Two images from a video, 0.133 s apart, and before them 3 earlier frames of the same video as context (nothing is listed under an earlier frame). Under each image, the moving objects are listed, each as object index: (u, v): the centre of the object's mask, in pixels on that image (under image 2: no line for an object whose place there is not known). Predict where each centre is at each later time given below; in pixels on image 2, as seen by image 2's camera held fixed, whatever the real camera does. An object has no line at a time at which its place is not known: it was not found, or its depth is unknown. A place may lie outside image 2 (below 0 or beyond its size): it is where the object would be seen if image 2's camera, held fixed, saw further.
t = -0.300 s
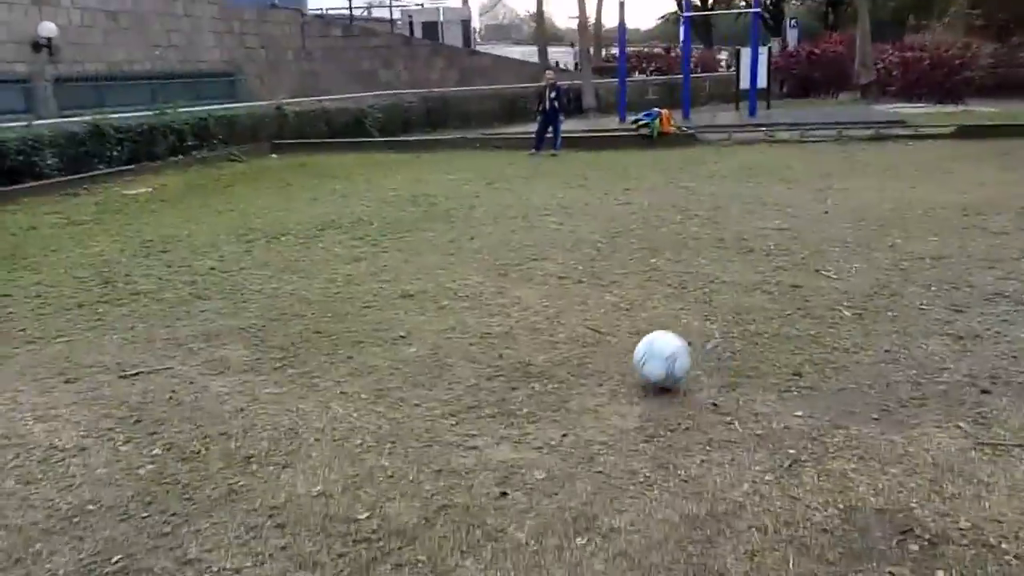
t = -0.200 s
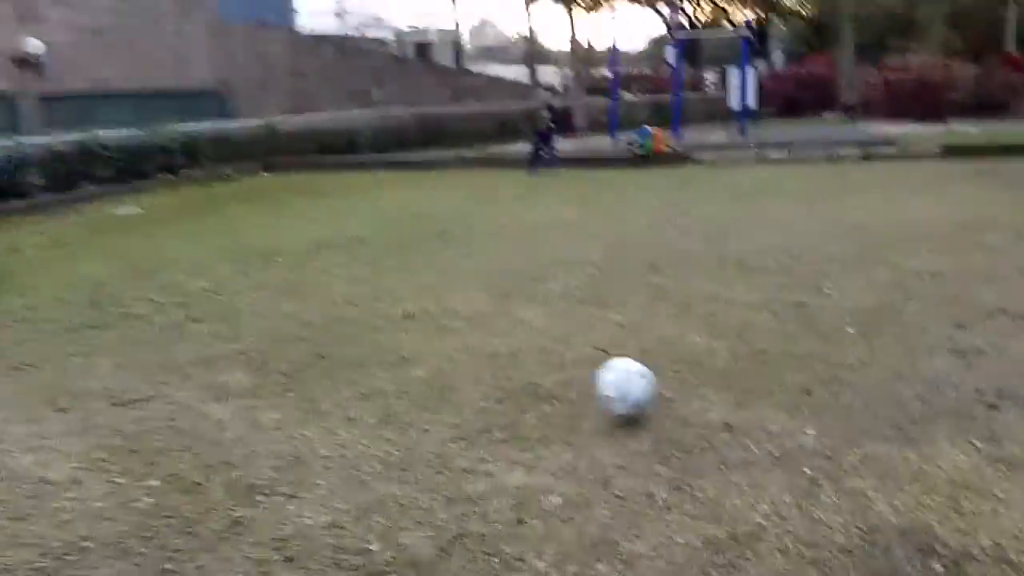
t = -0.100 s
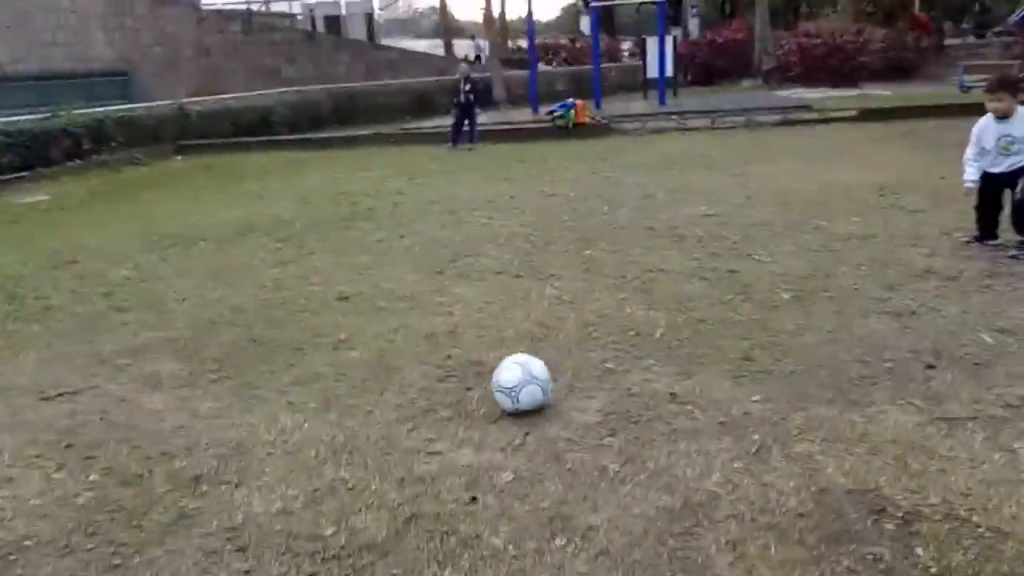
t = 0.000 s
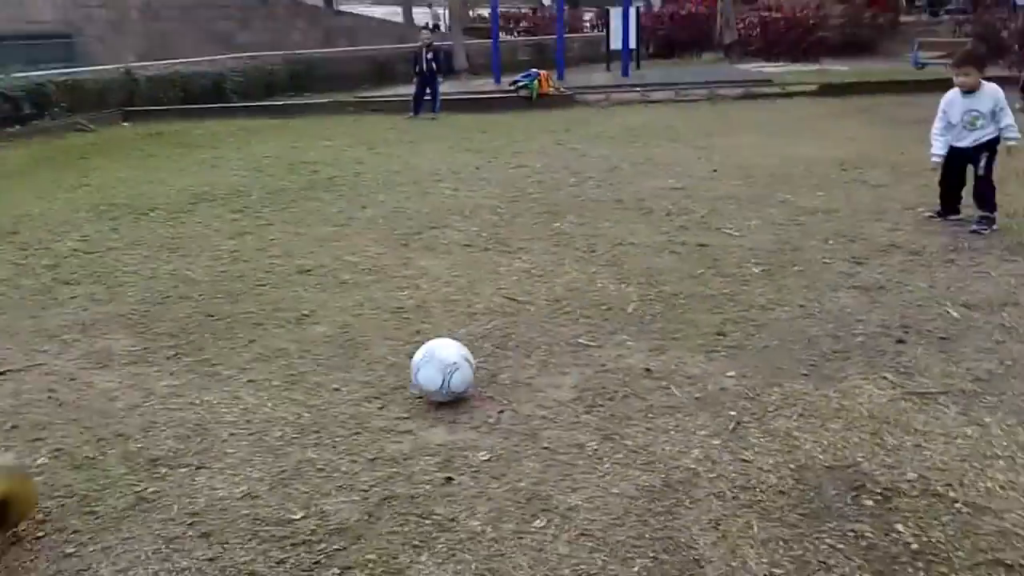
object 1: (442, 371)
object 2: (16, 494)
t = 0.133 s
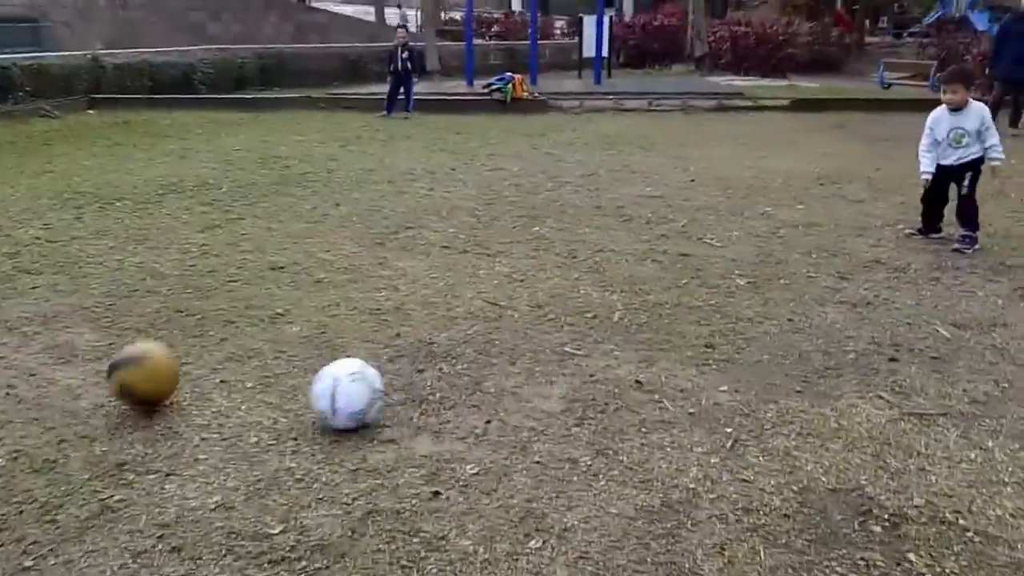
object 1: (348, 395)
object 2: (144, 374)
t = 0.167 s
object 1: (327, 398)
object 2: (169, 340)
